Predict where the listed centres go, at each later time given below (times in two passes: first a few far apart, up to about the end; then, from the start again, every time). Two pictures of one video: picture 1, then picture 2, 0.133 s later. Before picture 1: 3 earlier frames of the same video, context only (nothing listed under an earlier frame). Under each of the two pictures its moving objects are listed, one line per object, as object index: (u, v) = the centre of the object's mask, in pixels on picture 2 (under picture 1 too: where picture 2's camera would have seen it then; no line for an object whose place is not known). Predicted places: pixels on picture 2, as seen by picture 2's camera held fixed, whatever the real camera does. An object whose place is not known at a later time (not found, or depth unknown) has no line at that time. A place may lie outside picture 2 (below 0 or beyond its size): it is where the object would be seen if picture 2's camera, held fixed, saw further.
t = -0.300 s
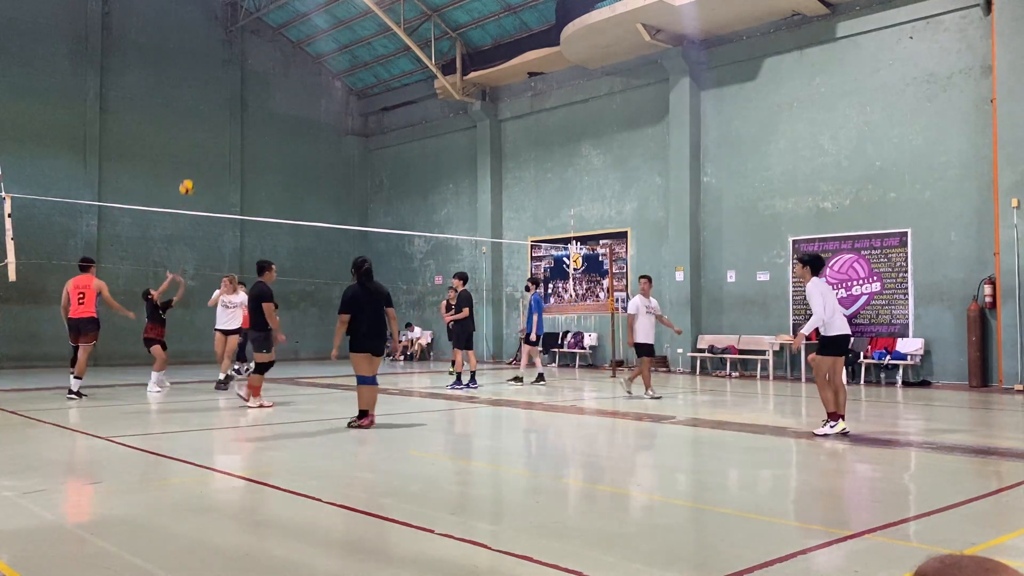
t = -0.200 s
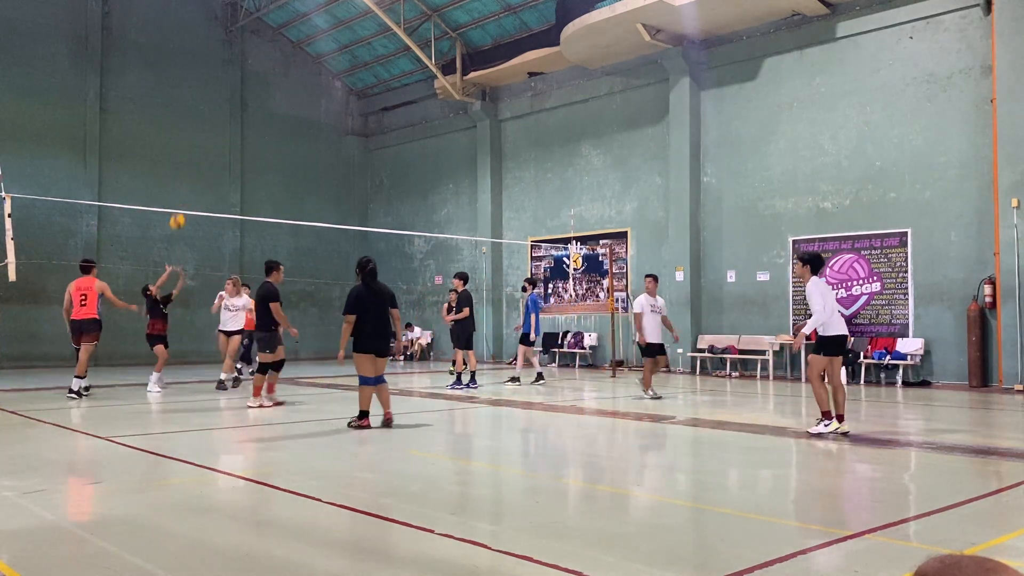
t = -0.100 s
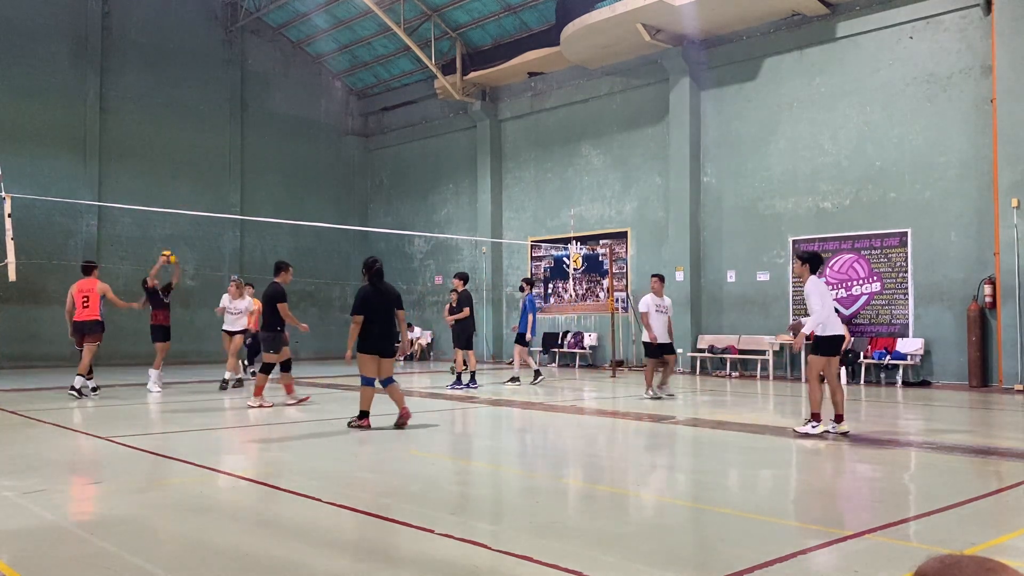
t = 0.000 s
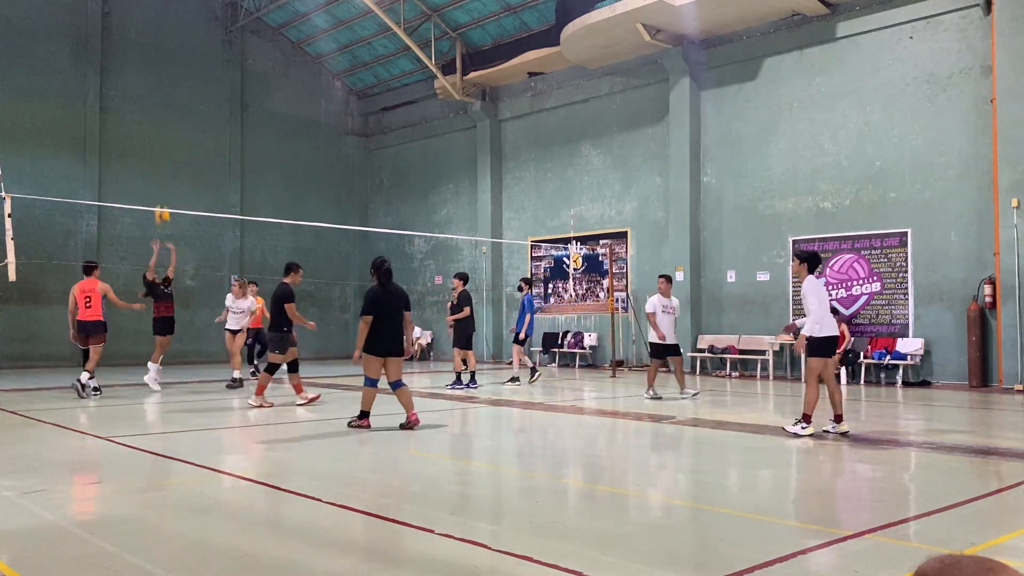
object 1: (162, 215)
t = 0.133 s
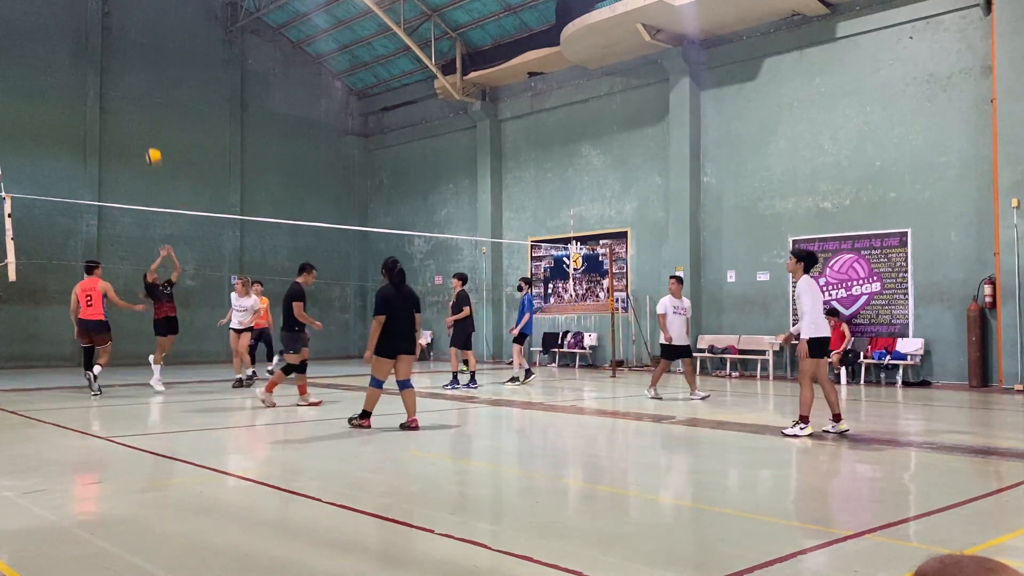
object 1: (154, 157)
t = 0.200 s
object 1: (150, 132)
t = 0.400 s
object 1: (137, 76)
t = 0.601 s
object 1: (123, 46)
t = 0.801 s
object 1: (108, 44)
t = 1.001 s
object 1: (92, 72)
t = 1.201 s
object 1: (75, 133)
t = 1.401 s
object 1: (57, 226)
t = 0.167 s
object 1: (152, 144)
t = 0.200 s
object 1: (150, 132)
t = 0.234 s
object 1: (148, 120)
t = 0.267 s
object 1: (145, 110)
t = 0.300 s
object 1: (143, 101)
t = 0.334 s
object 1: (141, 91)
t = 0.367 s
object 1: (139, 83)
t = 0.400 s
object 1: (137, 76)
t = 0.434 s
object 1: (135, 69)
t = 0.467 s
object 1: (133, 63)
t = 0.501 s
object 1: (130, 58)
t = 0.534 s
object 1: (128, 53)
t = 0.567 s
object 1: (126, 49)
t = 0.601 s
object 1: (123, 46)
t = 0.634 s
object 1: (121, 44)
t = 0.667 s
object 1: (118, 42)
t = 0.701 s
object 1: (116, 42)
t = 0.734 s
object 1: (113, 42)
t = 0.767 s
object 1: (111, 43)
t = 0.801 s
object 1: (108, 44)
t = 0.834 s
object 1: (105, 47)
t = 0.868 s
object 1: (103, 50)
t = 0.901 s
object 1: (100, 55)
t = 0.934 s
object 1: (97, 60)
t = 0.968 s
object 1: (95, 65)
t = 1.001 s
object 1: (92, 72)
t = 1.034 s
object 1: (89, 80)
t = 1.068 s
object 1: (86, 88)
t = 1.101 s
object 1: (84, 98)
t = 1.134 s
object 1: (81, 109)
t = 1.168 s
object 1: (78, 120)
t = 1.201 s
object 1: (75, 133)
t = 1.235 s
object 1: (73, 146)
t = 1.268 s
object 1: (69, 160)
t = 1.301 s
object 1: (66, 174)
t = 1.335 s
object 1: (63, 190)
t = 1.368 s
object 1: (60, 209)
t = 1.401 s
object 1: (57, 226)
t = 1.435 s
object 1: (55, 245)
